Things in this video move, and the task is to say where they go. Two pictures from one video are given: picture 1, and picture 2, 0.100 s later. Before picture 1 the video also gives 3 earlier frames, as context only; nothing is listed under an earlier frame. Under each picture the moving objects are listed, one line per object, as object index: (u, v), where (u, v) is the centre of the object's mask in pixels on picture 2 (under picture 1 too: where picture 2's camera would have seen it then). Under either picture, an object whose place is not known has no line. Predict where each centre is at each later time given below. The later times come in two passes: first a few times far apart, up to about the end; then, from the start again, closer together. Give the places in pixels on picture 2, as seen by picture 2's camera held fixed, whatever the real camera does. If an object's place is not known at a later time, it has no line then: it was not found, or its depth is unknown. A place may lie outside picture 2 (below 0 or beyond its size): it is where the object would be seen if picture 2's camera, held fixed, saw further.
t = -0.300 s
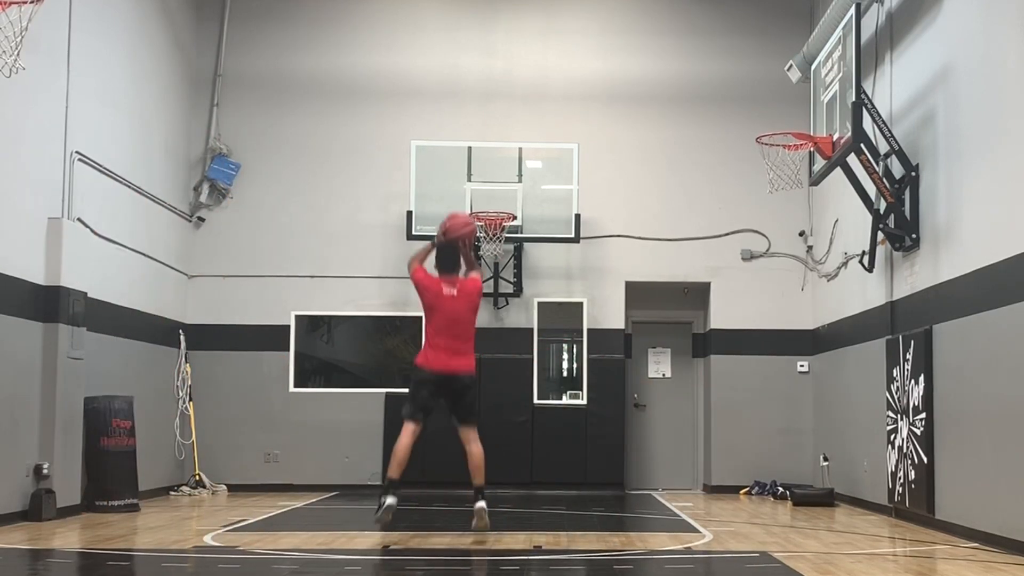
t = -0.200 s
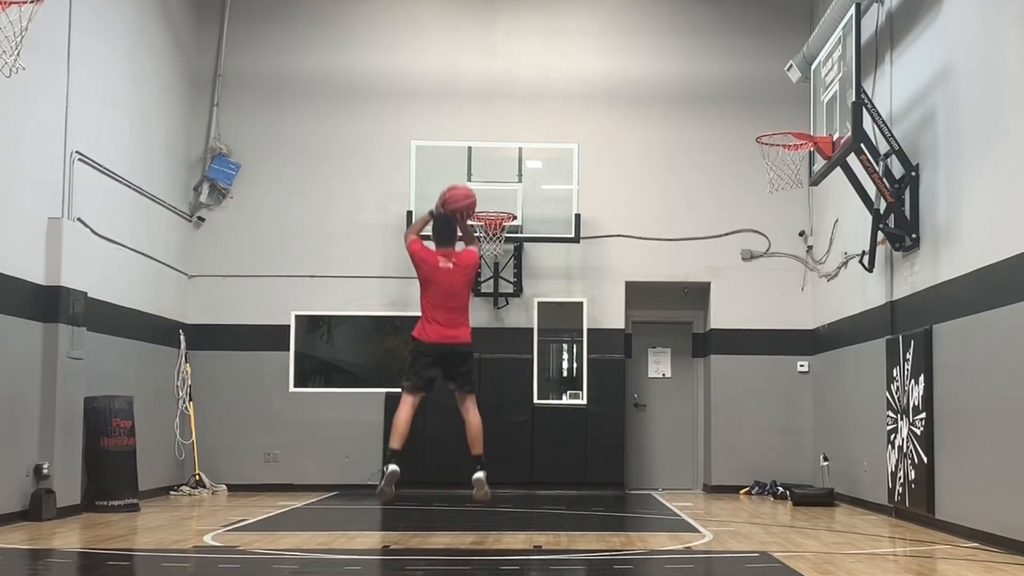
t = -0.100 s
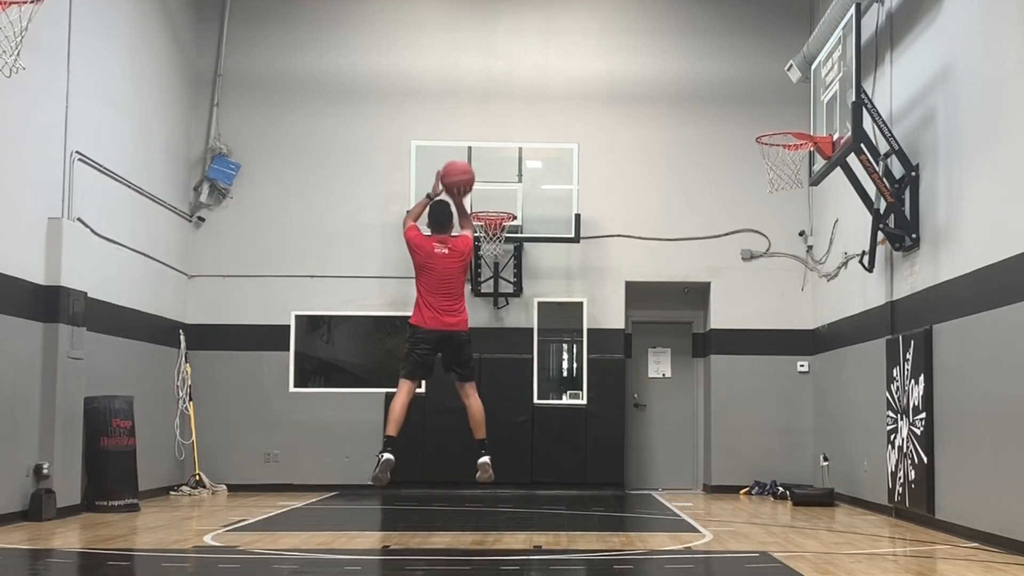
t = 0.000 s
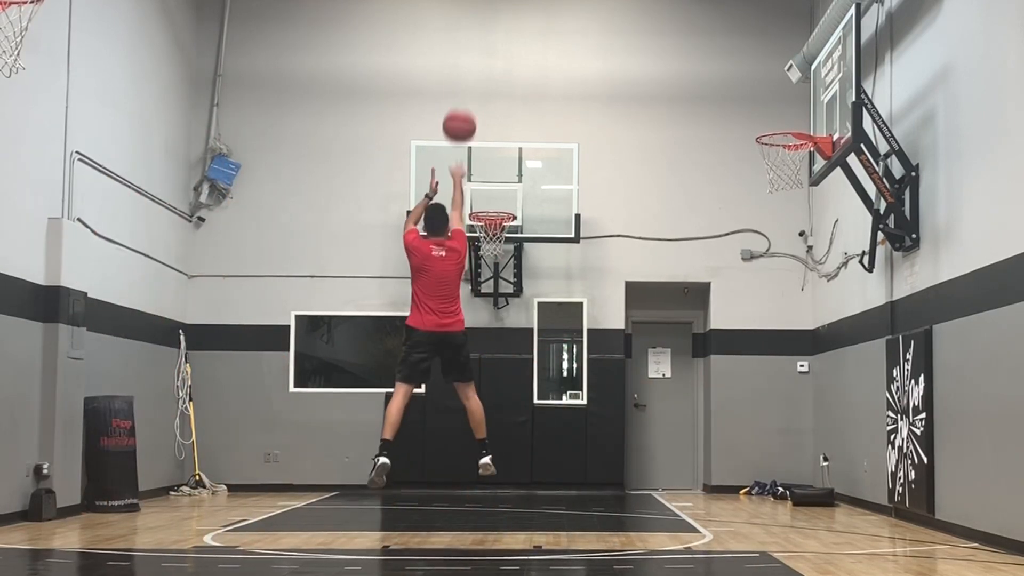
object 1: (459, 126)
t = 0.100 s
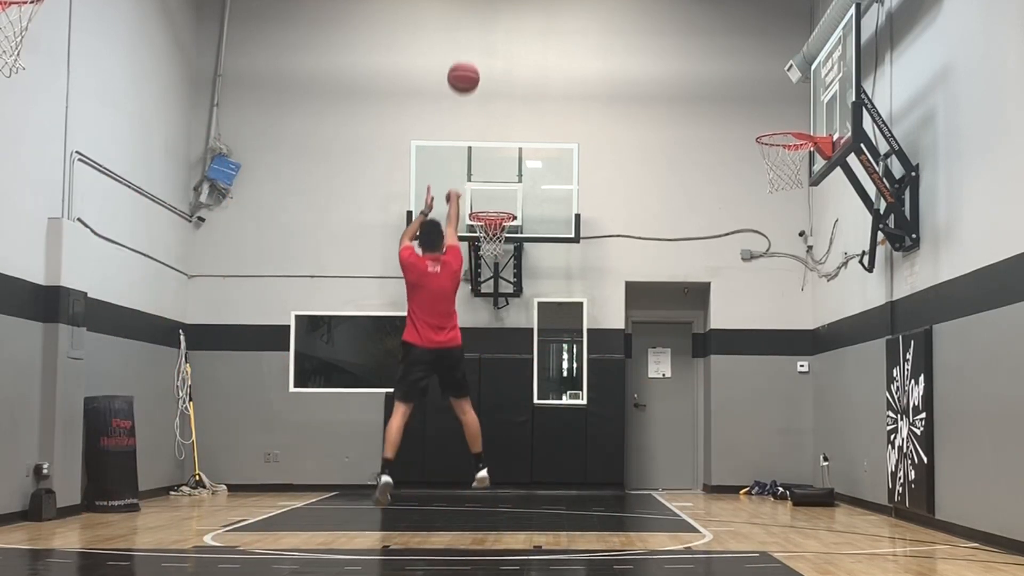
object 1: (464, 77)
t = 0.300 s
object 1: (469, 28)
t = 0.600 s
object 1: (476, 45)
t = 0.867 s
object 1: (480, 128)
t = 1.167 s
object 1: (483, 188)
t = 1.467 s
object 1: (485, 196)
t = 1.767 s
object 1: (485, 244)
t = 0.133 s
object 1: (464, 65)
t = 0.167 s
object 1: (465, 54)
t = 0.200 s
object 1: (466, 45)
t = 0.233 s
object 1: (467, 38)
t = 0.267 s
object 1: (468, 32)
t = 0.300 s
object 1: (469, 28)
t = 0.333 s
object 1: (470, 25)
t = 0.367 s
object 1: (471, 23)
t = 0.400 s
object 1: (472, 23)
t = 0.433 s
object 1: (472, 24)
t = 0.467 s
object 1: (473, 26)
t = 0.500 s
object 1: (474, 29)
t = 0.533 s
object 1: (475, 33)
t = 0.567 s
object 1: (475, 39)
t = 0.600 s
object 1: (476, 45)
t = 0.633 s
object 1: (476, 52)
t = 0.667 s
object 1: (477, 60)
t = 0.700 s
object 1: (477, 70)
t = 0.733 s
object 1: (478, 80)
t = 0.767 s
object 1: (479, 90)
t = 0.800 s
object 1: (479, 102)
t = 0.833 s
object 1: (480, 114)
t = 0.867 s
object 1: (480, 128)
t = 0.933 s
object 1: (481, 157)
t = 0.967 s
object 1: (481, 172)
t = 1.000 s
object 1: (481, 189)
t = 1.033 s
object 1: (482, 202)
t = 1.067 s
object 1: (482, 198)
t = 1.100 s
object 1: (482, 193)
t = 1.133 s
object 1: (483, 190)
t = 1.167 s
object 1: (483, 188)
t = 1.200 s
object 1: (484, 187)
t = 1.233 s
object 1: (485, 187)
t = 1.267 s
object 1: (485, 188)
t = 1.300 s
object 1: (485, 190)
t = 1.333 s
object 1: (486, 192)
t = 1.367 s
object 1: (486, 193)
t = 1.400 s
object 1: (485, 193)
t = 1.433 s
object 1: (485, 194)
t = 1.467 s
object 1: (485, 196)
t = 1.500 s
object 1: (484, 199)
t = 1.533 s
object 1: (484, 202)
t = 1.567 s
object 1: (484, 205)
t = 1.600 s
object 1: (483, 208)
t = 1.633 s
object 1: (484, 223)
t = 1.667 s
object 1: (483, 228)
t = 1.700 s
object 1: (481, 233)
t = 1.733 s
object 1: (485, 234)
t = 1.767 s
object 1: (485, 244)
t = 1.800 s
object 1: (486, 246)
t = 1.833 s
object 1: (487, 250)
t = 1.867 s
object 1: (488, 256)
